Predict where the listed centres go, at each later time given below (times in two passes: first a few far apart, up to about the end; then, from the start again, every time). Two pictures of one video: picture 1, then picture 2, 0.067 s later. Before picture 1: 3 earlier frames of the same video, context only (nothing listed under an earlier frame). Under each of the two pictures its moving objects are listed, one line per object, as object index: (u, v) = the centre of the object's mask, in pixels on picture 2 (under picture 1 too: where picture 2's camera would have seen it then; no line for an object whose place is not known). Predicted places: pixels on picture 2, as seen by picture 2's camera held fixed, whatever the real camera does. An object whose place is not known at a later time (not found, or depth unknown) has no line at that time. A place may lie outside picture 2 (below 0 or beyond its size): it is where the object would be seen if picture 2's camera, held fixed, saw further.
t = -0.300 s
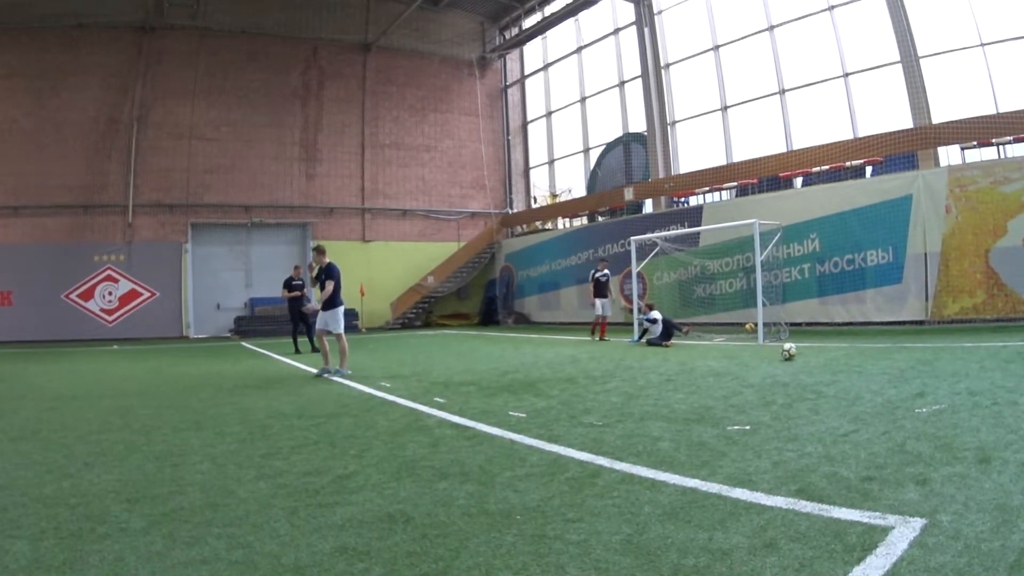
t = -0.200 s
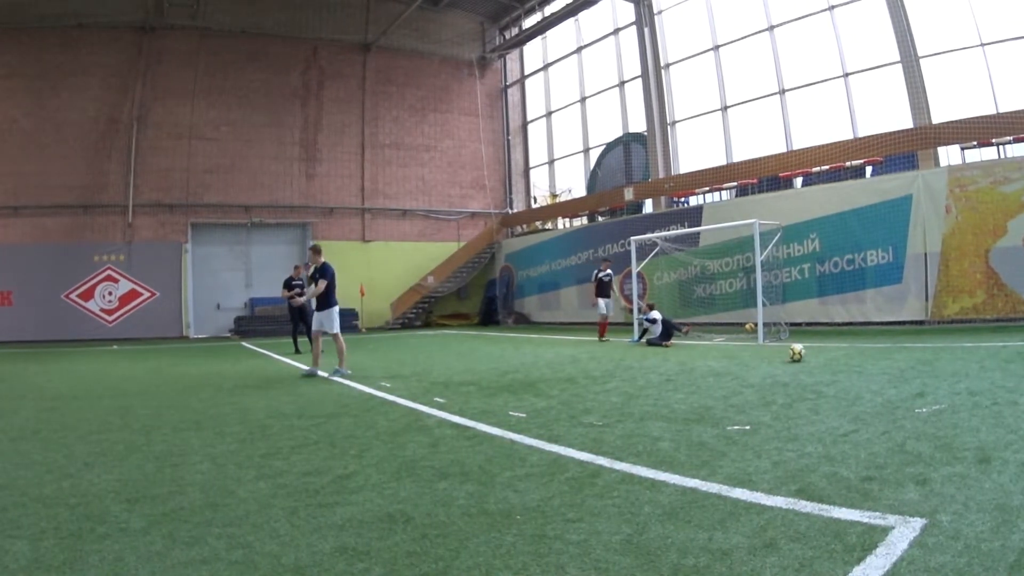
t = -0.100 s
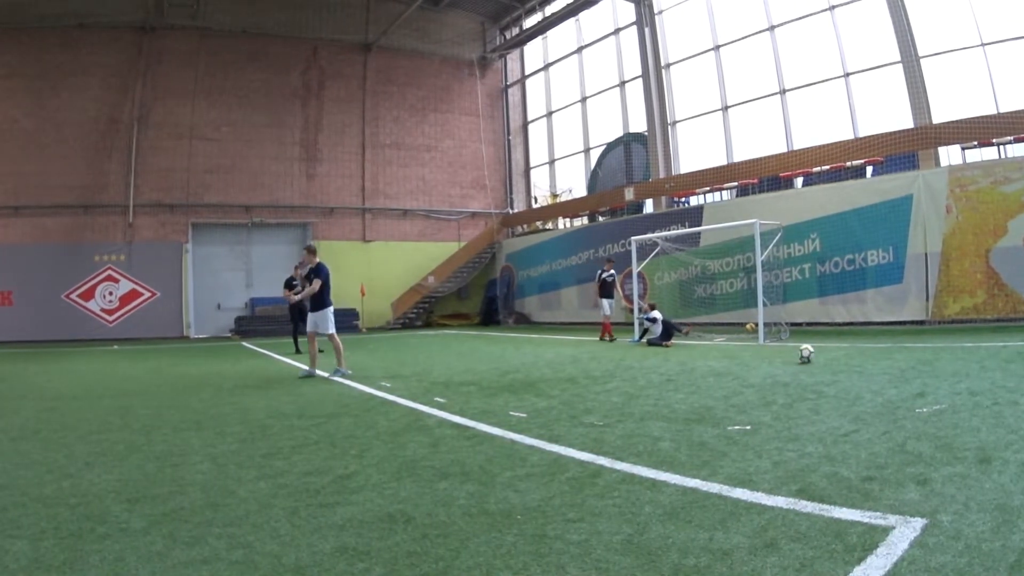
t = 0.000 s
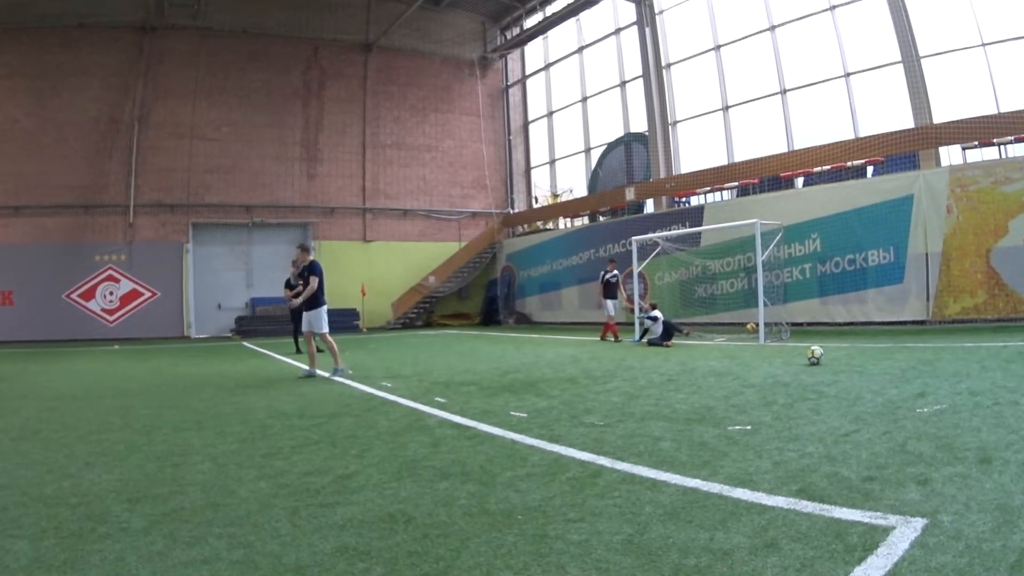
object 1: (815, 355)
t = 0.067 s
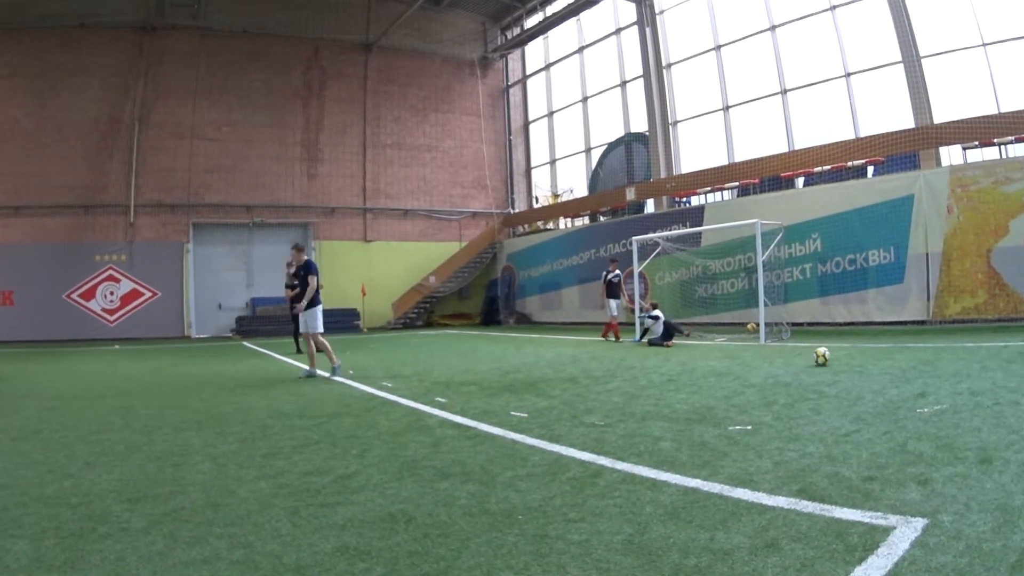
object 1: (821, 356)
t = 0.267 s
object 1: (840, 359)
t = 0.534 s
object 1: (866, 362)
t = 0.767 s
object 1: (889, 366)
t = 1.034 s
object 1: (917, 369)
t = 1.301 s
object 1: (945, 373)
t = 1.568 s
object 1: (974, 376)
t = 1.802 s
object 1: (999, 379)
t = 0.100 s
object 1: (824, 357)
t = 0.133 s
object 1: (827, 357)
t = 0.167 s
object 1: (830, 358)
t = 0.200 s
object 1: (834, 358)
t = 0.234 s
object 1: (837, 358)
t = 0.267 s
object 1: (840, 359)
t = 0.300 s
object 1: (843, 359)
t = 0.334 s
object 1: (846, 359)
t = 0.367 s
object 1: (850, 360)
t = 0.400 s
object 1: (852, 361)
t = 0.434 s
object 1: (856, 361)
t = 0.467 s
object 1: (859, 362)
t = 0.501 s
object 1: (862, 362)
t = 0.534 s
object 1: (866, 362)
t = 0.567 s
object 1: (869, 363)
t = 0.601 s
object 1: (872, 363)
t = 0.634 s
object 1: (875, 364)
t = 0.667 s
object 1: (879, 365)
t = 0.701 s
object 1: (882, 365)
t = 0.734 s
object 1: (885, 366)
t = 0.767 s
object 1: (889, 366)
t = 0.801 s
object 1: (892, 366)
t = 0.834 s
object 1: (896, 367)
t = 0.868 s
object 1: (899, 367)
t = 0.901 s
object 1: (903, 367)
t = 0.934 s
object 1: (906, 368)
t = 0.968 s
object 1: (909, 368)
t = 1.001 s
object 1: (913, 368)
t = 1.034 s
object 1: (917, 369)
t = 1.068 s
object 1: (920, 370)
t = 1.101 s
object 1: (924, 371)
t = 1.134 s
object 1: (927, 371)
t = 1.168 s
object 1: (931, 371)
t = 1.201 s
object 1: (934, 372)
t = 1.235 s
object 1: (938, 371)
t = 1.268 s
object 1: (941, 372)
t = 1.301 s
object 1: (945, 373)
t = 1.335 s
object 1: (948, 374)
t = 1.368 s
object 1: (952, 374)
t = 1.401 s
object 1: (956, 374)
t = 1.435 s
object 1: (959, 375)
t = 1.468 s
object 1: (963, 375)
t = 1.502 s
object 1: (967, 376)
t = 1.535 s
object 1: (971, 376)
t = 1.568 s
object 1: (974, 376)
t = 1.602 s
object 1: (978, 376)
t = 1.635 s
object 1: (982, 377)
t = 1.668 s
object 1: (985, 377)
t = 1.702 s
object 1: (988, 378)
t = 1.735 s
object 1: (992, 378)
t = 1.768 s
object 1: (995, 379)
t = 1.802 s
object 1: (999, 379)
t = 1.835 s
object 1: (1003, 379)
